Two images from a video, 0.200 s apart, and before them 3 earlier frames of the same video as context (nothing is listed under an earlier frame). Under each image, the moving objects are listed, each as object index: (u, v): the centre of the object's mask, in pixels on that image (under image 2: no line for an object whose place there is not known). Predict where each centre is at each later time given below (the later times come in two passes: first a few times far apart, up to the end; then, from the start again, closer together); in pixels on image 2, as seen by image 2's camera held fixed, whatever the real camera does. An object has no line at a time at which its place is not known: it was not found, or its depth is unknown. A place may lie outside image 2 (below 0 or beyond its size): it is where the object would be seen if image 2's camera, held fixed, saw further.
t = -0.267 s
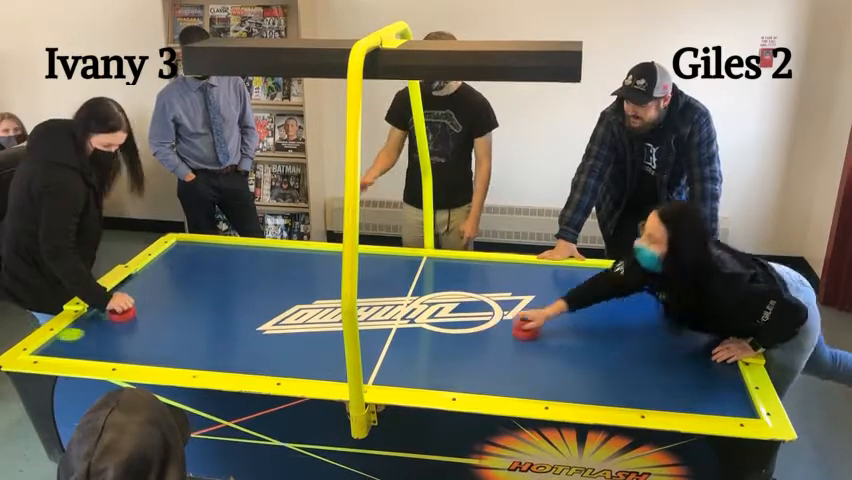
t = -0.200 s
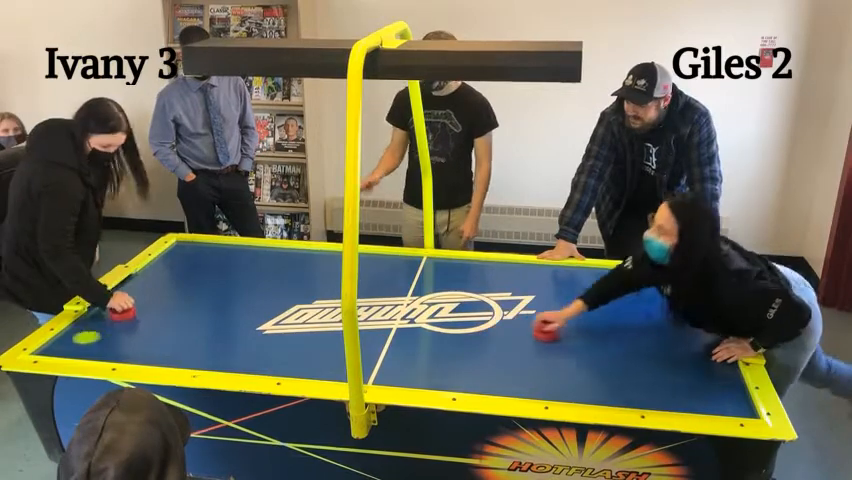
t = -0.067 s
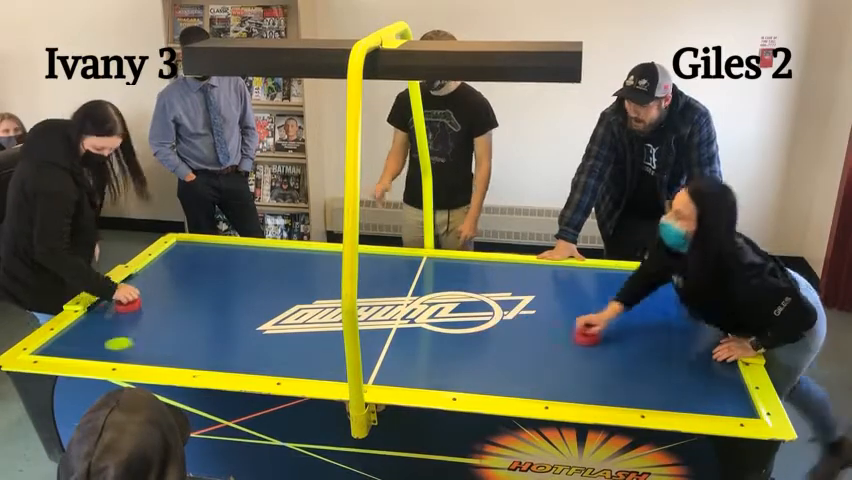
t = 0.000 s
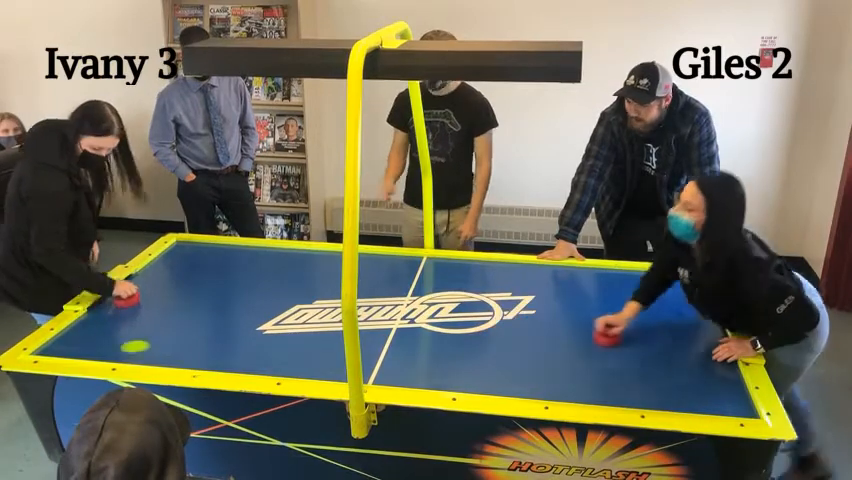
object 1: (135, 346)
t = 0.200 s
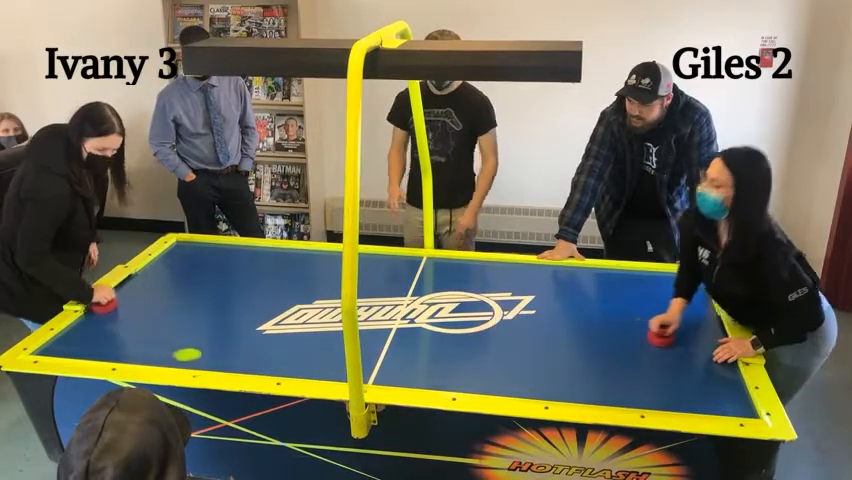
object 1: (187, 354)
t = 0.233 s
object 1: (195, 356)
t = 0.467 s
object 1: (260, 364)
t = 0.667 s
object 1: (317, 370)
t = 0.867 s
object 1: (378, 375)
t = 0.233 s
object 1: (195, 356)
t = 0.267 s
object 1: (205, 357)
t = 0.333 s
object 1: (223, 359)
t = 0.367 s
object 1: (232, 360)
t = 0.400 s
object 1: (242, 361)
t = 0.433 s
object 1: (251, 362)
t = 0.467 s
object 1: (260, 364)
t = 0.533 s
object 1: (279, 366)
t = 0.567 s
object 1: (289, 367)
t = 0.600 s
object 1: (299, 368)
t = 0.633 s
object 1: (308, 369)
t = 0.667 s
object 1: (317, 370)
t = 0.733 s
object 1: (335, 371)
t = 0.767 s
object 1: (341, 373)
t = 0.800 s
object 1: (366, 373)
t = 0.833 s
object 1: (371, 374)
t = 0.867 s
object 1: (378, 375)
